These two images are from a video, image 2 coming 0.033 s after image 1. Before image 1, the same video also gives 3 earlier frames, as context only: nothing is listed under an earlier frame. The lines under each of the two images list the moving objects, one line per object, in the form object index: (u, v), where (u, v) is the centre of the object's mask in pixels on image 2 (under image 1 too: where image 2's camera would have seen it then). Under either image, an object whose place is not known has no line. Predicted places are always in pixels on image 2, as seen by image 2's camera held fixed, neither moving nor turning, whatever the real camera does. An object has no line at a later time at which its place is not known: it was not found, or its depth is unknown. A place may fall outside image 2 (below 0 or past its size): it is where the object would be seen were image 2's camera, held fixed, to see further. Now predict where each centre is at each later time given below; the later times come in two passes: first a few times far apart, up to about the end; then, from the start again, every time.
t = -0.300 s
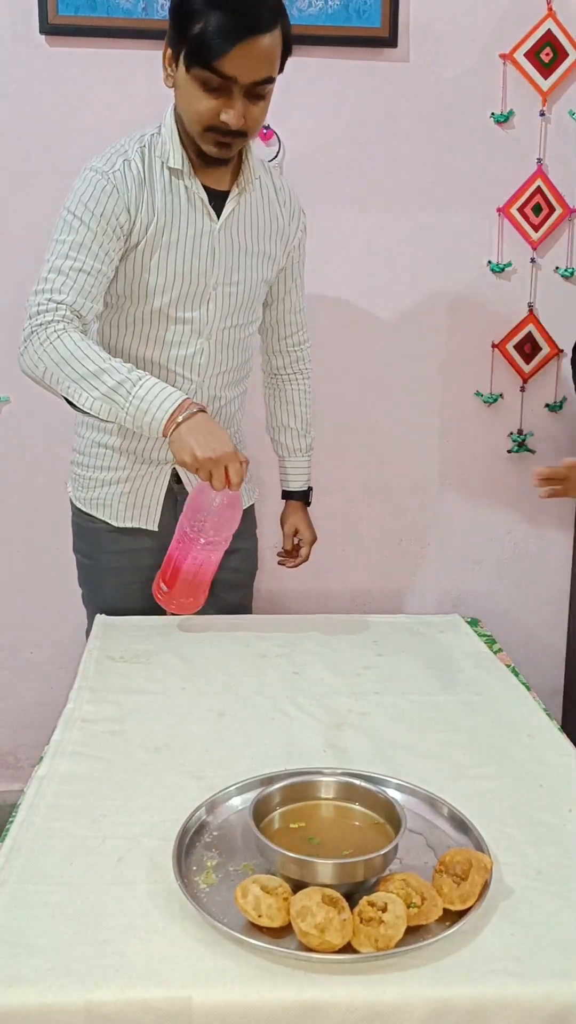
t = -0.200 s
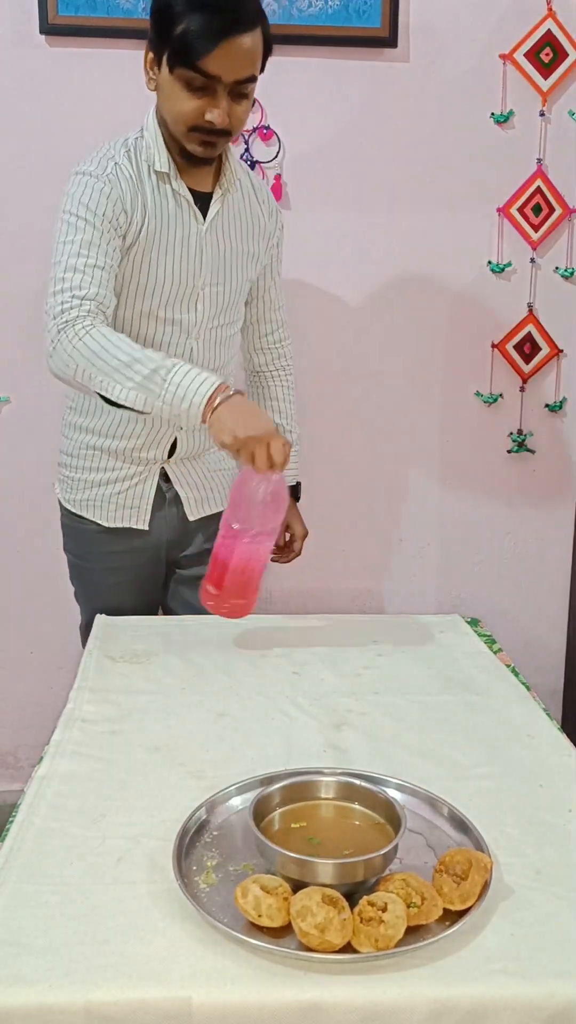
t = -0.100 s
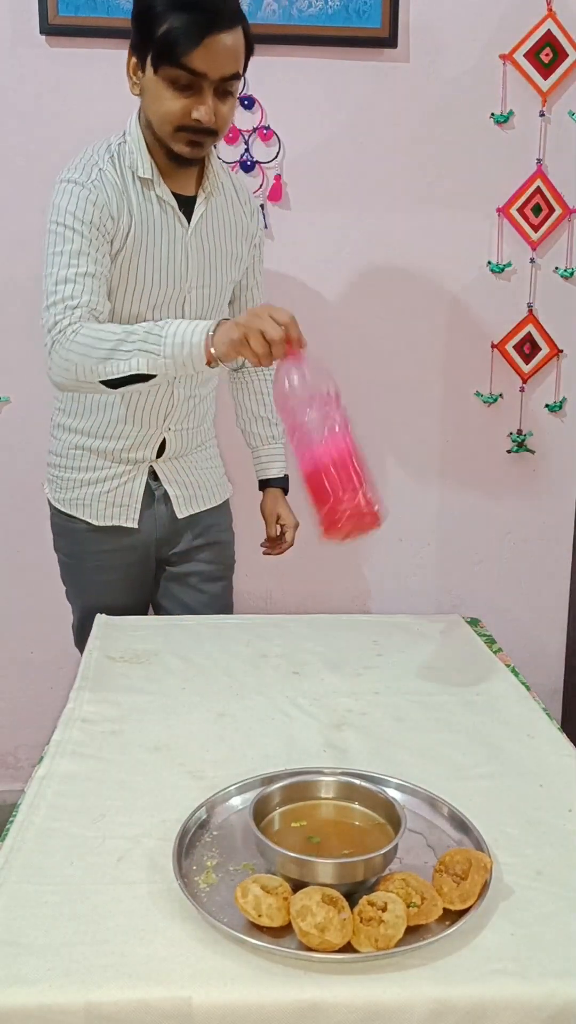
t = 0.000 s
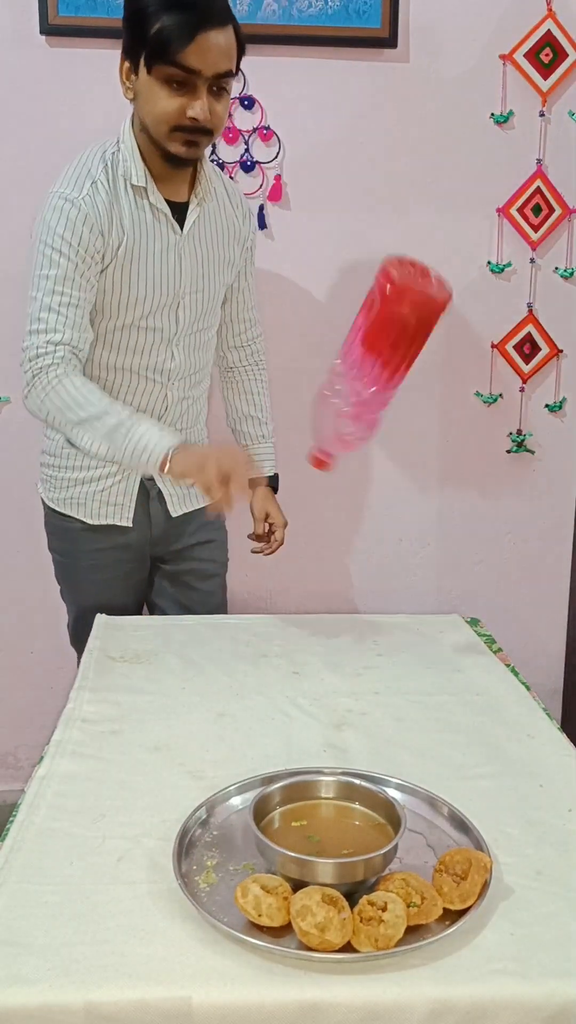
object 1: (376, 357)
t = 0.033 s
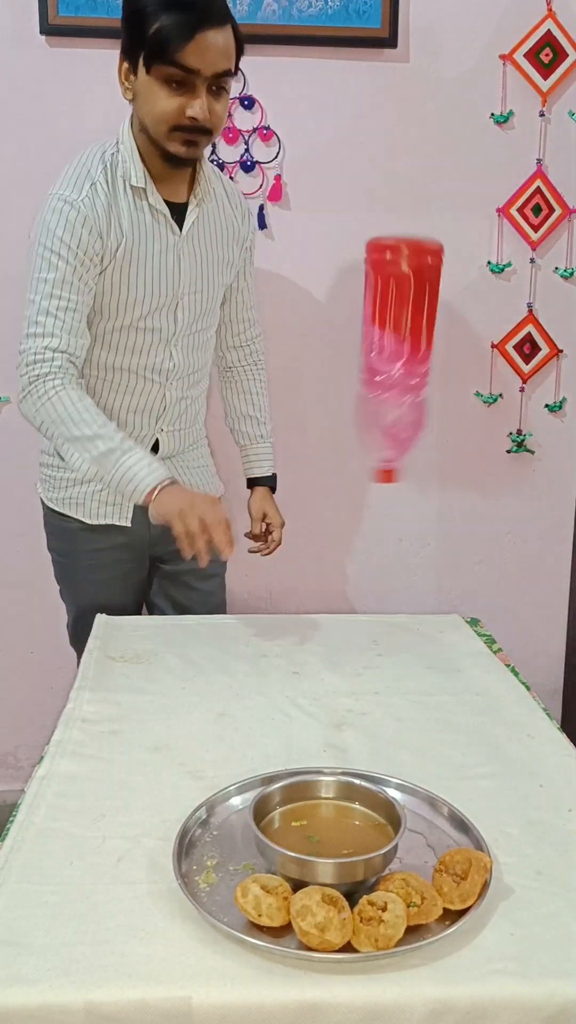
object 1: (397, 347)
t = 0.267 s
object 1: (447, 515)
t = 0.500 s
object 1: (397, 625)
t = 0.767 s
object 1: (368, 662)
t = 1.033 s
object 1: (367, 662)
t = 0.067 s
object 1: (420, 327)
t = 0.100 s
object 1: (447, 295)
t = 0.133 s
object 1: (449, 299)
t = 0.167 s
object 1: (451, 320)
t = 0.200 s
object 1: (452, 397)
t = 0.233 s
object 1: (448, 454)
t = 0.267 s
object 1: (447, 515)
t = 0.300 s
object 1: (445, 587)
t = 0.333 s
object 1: (428, 638)
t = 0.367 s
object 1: (421, 634)
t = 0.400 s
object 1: (416, 631)
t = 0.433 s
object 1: (407, 627)
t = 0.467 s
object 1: (402, 625)
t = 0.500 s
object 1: (397, 625)
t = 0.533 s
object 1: (393, 624)
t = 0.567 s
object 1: (383, 629)
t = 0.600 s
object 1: (379, 633)
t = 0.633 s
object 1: (374, 641)
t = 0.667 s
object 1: (367, 662)
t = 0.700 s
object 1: (368, 661)
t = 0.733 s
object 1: (368, 662)
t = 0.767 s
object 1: (368, 662)
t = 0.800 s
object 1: (367, 662)
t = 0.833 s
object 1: (368, 662)
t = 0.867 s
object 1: (368, 662)
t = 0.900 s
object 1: (367, 662)
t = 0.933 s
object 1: (367, 662)
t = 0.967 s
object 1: (367, 662)
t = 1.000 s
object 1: (367, 662)
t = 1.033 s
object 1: (367, 662)
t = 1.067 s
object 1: (367, 662)
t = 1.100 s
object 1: (367, 662)
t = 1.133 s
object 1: (367, 662)
